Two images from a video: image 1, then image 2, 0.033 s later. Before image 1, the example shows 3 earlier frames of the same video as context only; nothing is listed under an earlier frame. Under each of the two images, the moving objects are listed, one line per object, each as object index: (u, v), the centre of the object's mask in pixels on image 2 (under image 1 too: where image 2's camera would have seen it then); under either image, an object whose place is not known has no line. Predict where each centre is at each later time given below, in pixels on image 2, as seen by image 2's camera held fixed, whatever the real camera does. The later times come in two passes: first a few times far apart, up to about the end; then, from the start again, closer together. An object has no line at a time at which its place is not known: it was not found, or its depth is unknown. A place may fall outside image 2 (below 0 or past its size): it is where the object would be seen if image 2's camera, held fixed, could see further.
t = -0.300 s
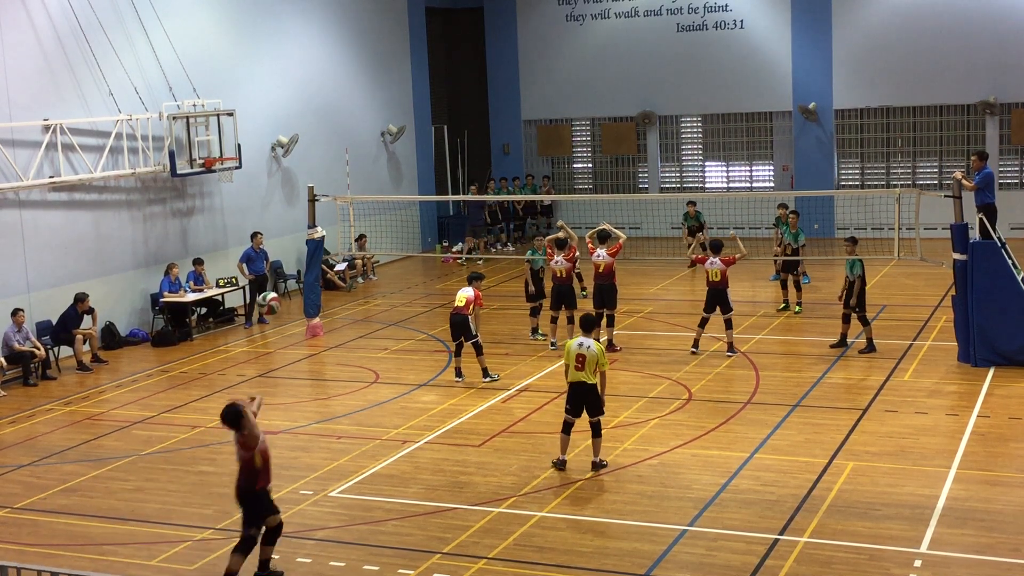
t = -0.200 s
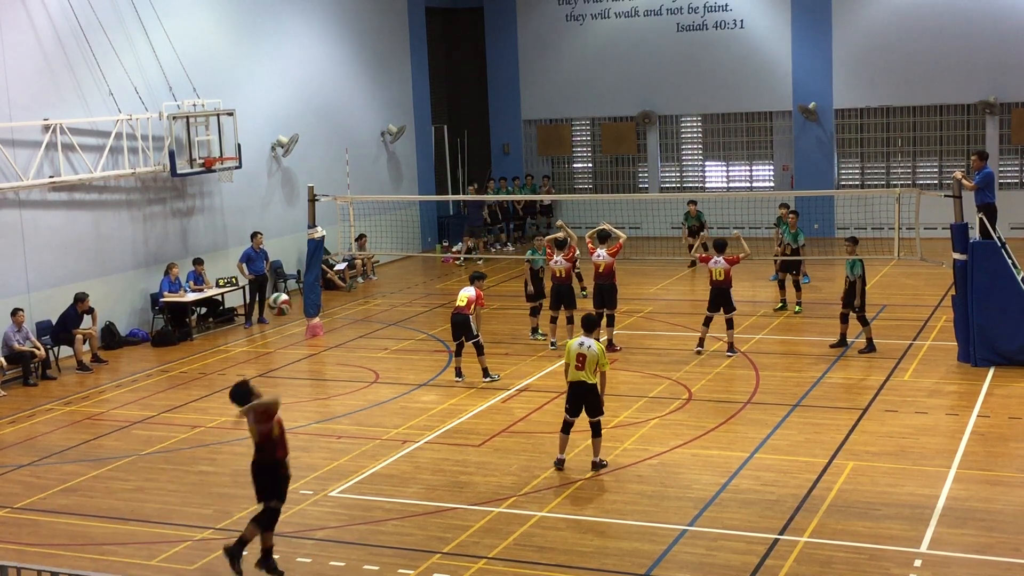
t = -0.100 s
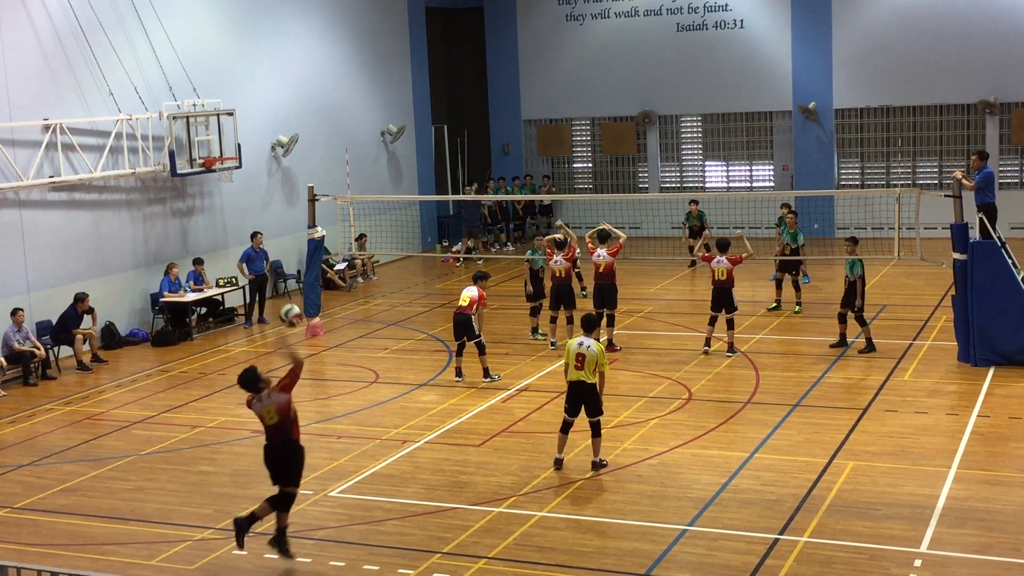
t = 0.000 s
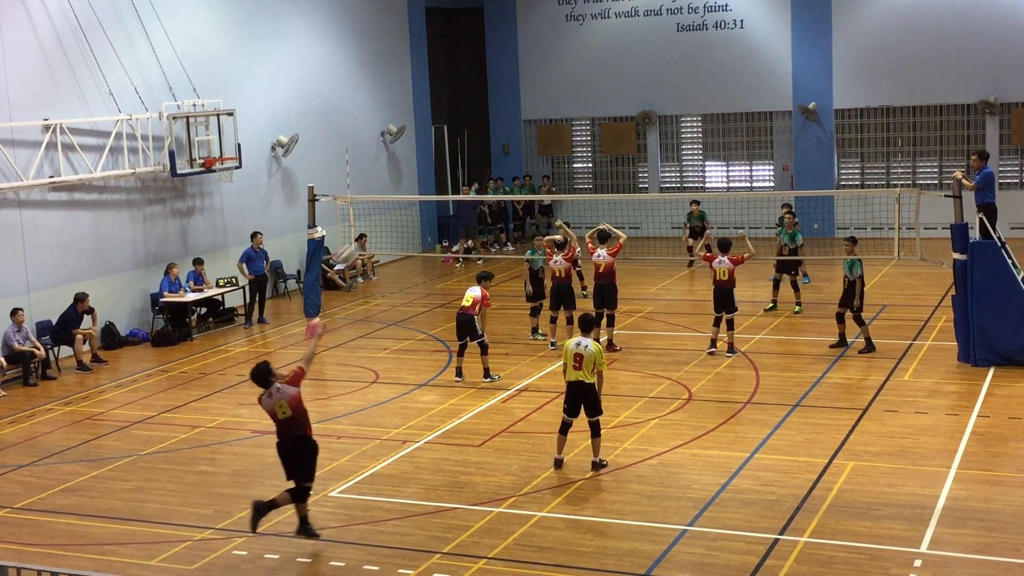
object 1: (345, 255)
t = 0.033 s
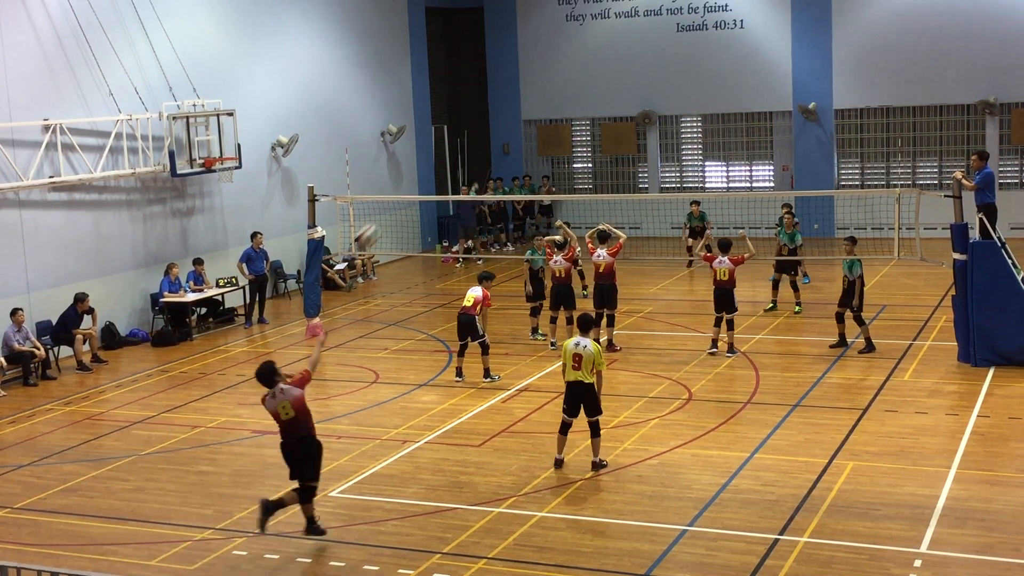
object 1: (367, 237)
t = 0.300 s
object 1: (488, 138)
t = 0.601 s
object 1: (579, 121)
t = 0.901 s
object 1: (634, 164)
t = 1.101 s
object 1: (659, 213)
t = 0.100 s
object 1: (402, 202)
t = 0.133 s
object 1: (419, 187)
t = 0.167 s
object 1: (434, 175)
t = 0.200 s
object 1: (448, 164)
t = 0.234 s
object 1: (462, 153)
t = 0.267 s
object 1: (476, 145)
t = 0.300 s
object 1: (488, 138)
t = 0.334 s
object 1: (501, 132)
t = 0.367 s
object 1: (513, 127)
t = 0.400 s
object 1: (524, 123)
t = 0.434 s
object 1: (536, 120)
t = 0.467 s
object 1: (546, 119)
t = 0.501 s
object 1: (555, 118)
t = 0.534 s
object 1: (563, 118)
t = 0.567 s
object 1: (571, 119)
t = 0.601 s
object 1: (579, 121)
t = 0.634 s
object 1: (587, 123)
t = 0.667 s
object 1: (593, 126)
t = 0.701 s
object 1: (600, 130)
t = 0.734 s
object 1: (606, 134)
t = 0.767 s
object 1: (612, 139)
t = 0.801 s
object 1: (618, 145)
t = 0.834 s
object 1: (623, 151)
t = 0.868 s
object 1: (629, 157)
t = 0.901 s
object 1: (634, 164)
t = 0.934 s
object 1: (639, 171)
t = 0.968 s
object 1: (643, 179)
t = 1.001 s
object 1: (647, 187)
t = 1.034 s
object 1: (651, 194)
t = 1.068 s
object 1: (656, 204)
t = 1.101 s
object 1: (659, 213)
